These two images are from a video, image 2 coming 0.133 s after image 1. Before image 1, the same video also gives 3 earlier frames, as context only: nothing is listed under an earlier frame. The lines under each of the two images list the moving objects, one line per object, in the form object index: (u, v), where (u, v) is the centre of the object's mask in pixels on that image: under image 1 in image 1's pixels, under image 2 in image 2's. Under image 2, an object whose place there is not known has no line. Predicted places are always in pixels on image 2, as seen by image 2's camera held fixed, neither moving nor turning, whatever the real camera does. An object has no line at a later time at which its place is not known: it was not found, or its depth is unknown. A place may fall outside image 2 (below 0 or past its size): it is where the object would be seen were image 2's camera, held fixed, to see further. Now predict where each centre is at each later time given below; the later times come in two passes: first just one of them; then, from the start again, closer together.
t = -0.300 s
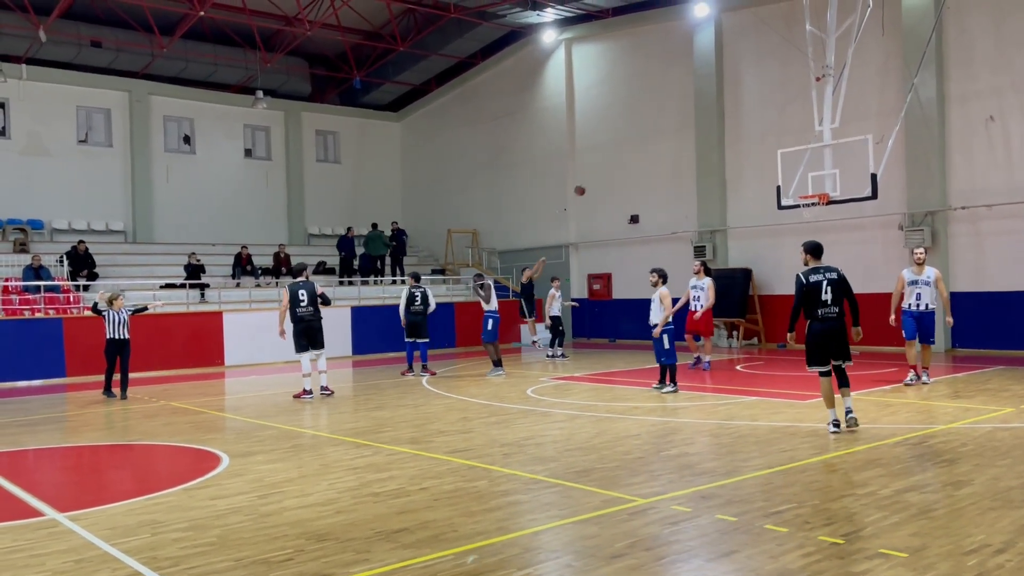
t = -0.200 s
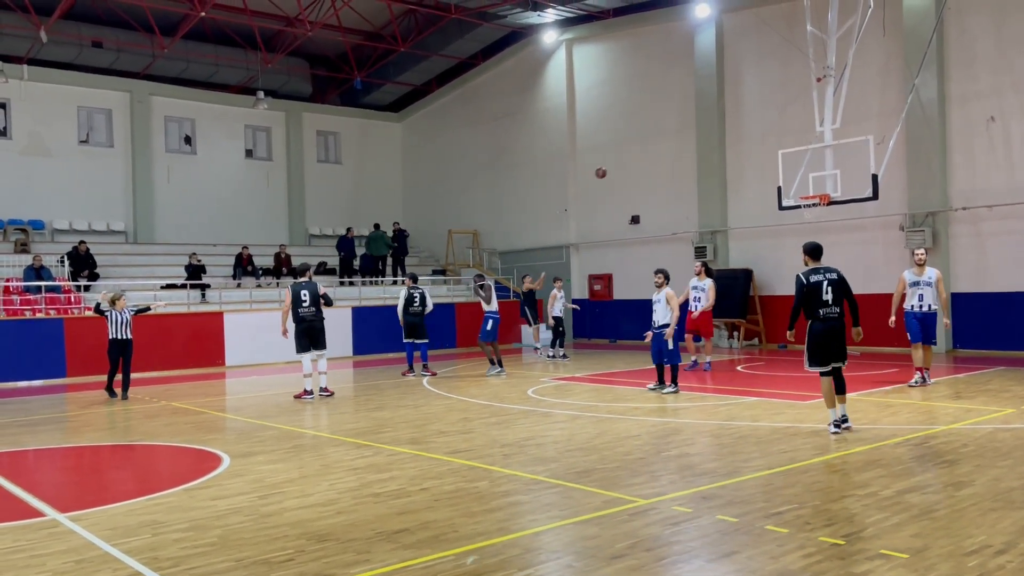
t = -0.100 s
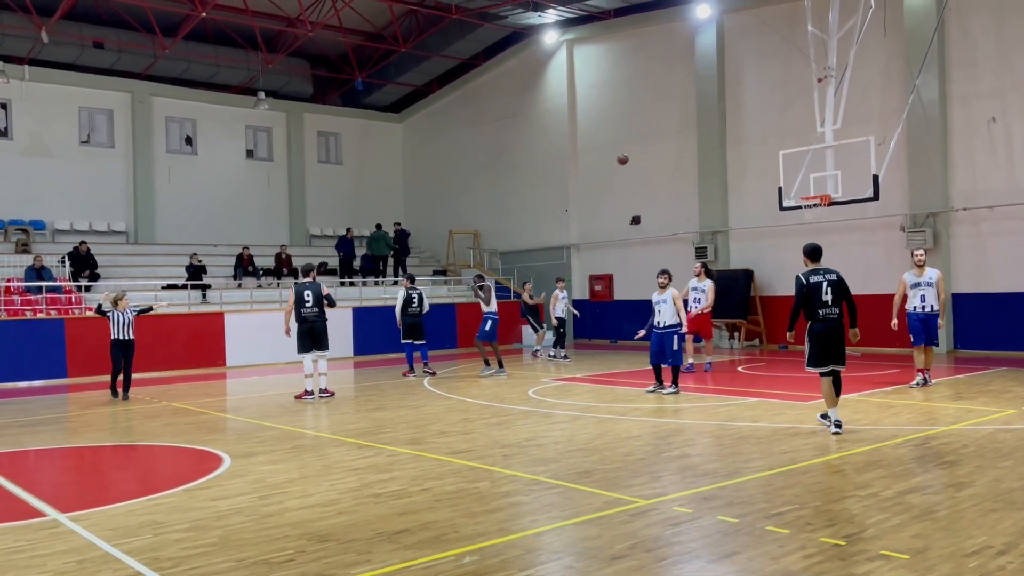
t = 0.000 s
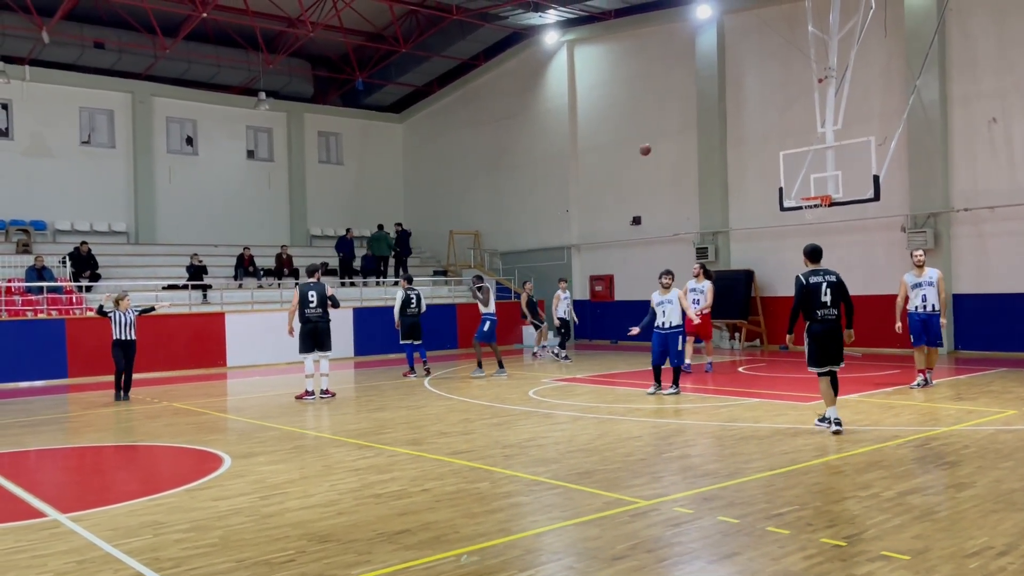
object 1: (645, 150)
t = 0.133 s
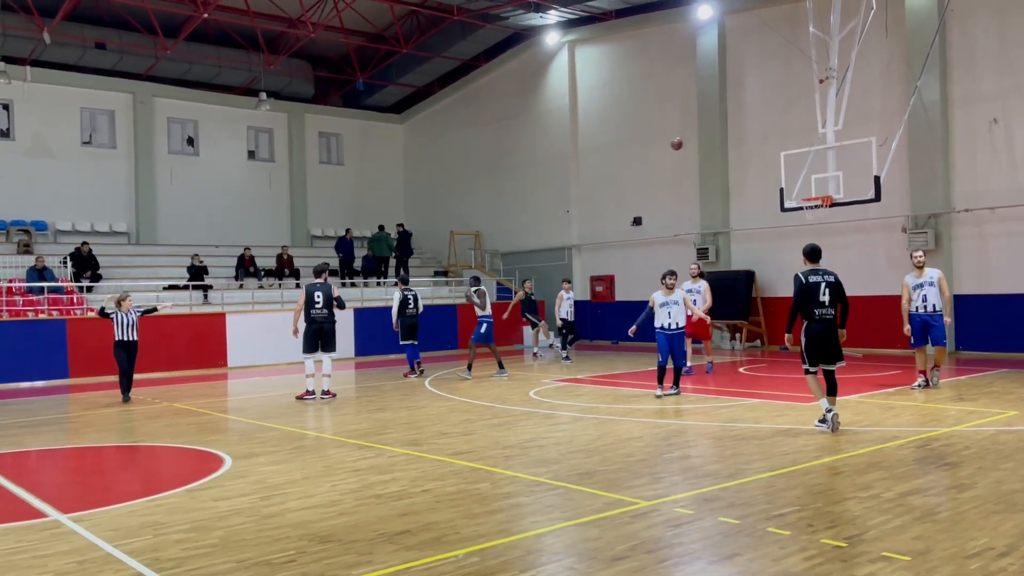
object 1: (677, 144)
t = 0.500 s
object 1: (771, 175)
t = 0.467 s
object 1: (761, 169)
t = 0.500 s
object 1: (771, 175)
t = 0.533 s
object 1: (780, 181)
